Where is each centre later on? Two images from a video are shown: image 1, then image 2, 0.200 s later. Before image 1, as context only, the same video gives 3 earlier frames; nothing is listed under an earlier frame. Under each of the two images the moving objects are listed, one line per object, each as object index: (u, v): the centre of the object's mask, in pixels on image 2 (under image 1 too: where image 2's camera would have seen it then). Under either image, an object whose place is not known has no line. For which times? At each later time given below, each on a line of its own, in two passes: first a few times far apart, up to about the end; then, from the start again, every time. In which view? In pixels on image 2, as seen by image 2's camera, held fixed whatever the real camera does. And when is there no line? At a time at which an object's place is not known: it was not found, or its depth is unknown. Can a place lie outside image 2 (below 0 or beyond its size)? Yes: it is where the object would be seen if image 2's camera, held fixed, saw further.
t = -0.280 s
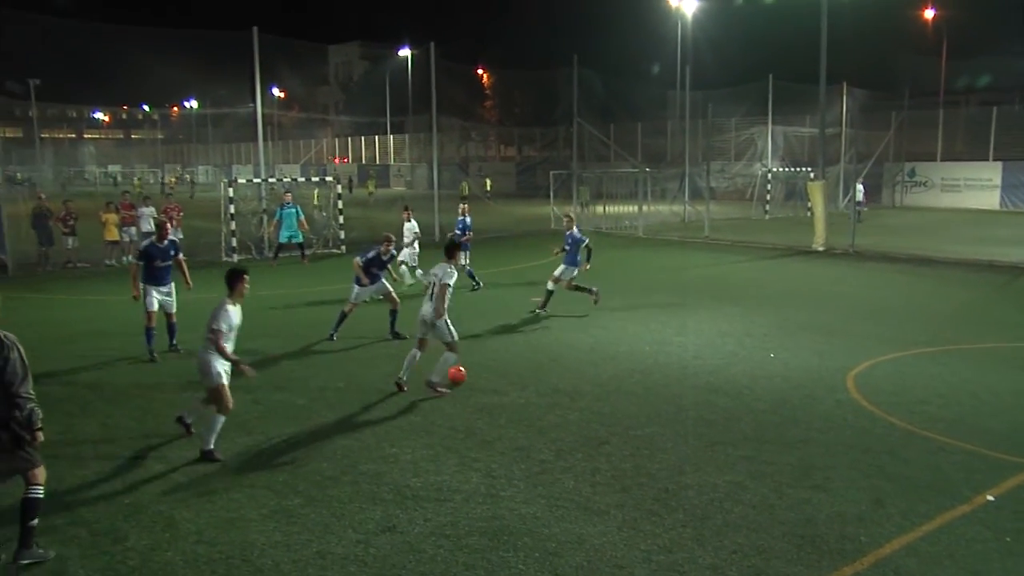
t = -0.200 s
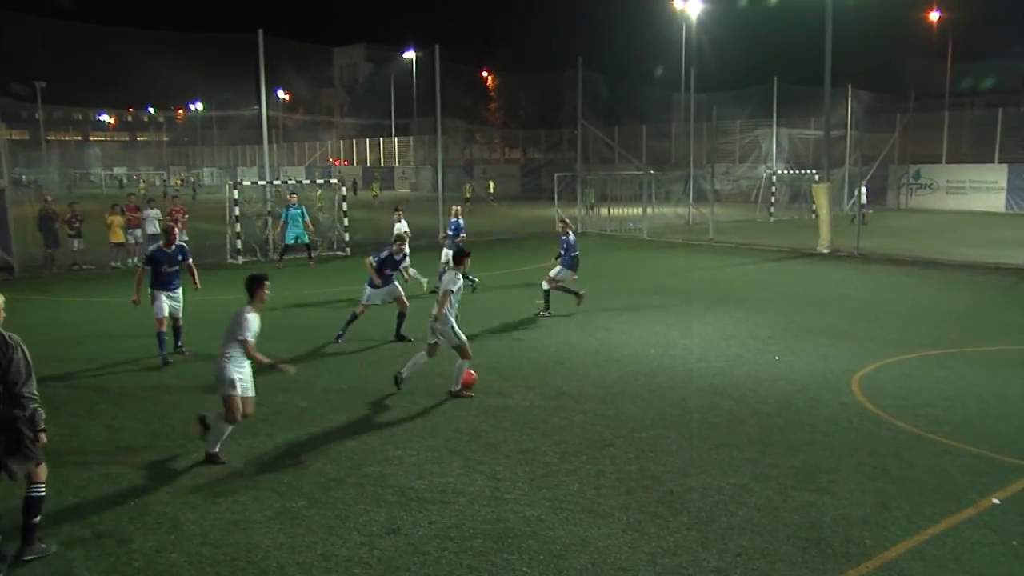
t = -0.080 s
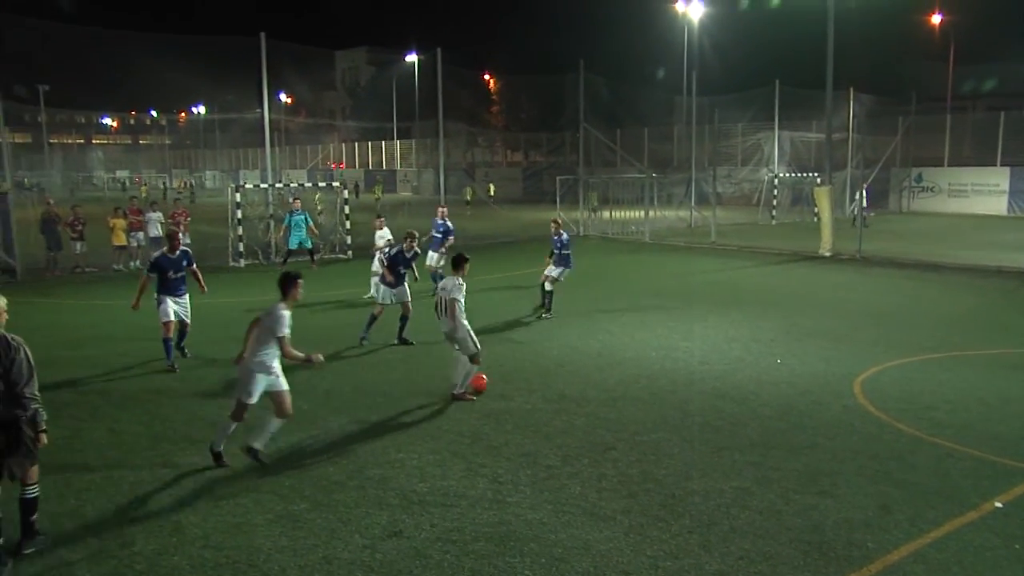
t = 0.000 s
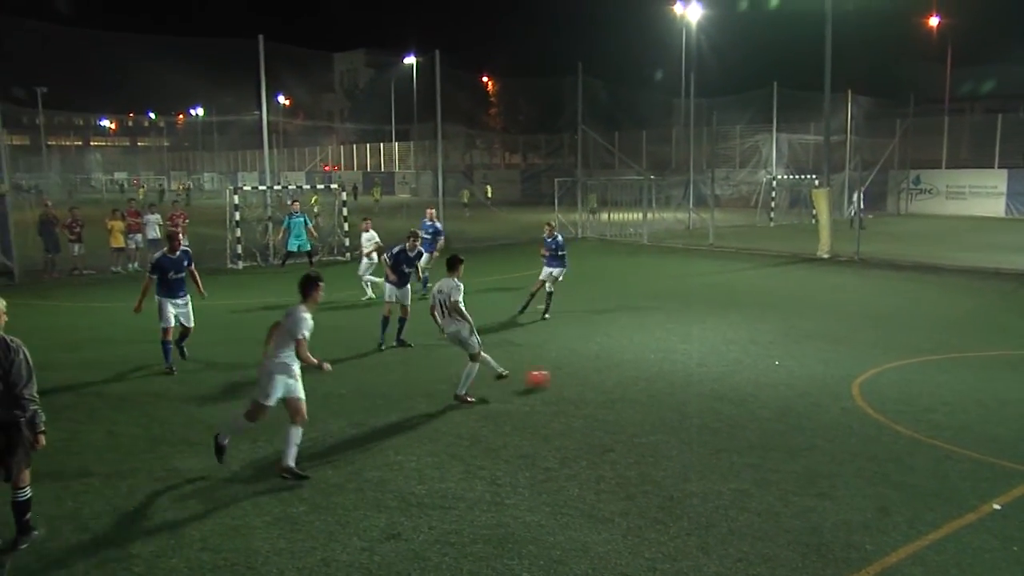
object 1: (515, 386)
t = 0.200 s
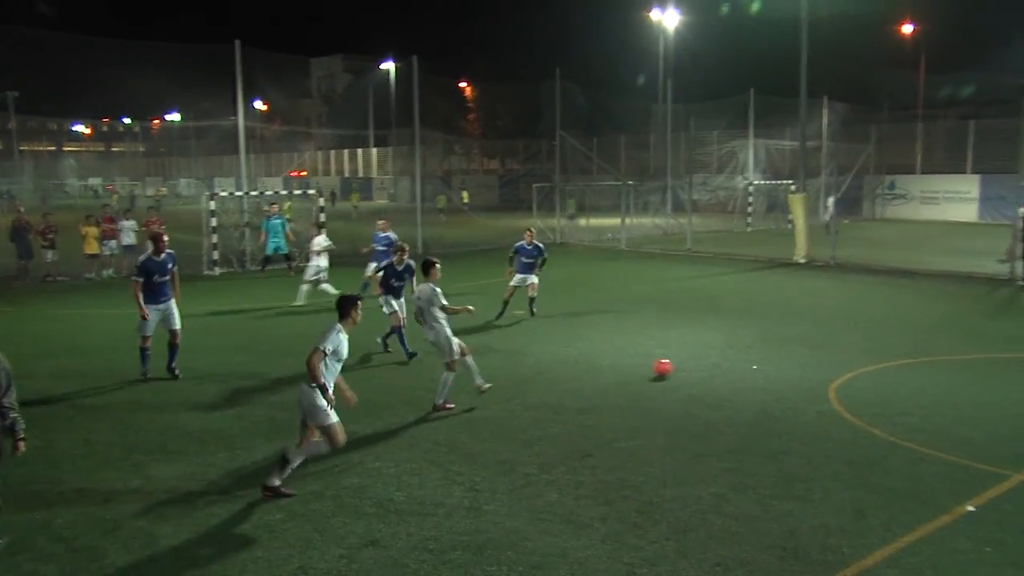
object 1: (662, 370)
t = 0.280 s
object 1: (709, 365)
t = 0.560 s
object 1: (842, 350)
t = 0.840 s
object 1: (938, 339)
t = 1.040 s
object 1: (996, 333)
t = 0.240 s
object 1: (687, 367)
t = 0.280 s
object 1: (709, 365)
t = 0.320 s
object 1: (732, 362)
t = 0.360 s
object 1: (753, 360)
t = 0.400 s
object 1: (773, 358)
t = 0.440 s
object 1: (792, 356)
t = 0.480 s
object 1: (810, 354)
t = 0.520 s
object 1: (826, 352)
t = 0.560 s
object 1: (842, 350)
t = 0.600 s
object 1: (858, 349)
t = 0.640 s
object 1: (872, 346)
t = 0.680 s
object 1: (886, 346)
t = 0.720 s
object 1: (899, 344)
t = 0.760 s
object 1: (913, 343)
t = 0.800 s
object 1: (925, 341)
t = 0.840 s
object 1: (938, 339)
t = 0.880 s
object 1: (950, 338)
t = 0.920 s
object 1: (962, 337)
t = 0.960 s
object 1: (974, 335)
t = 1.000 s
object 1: (985, 333)
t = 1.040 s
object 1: (996, 333)
